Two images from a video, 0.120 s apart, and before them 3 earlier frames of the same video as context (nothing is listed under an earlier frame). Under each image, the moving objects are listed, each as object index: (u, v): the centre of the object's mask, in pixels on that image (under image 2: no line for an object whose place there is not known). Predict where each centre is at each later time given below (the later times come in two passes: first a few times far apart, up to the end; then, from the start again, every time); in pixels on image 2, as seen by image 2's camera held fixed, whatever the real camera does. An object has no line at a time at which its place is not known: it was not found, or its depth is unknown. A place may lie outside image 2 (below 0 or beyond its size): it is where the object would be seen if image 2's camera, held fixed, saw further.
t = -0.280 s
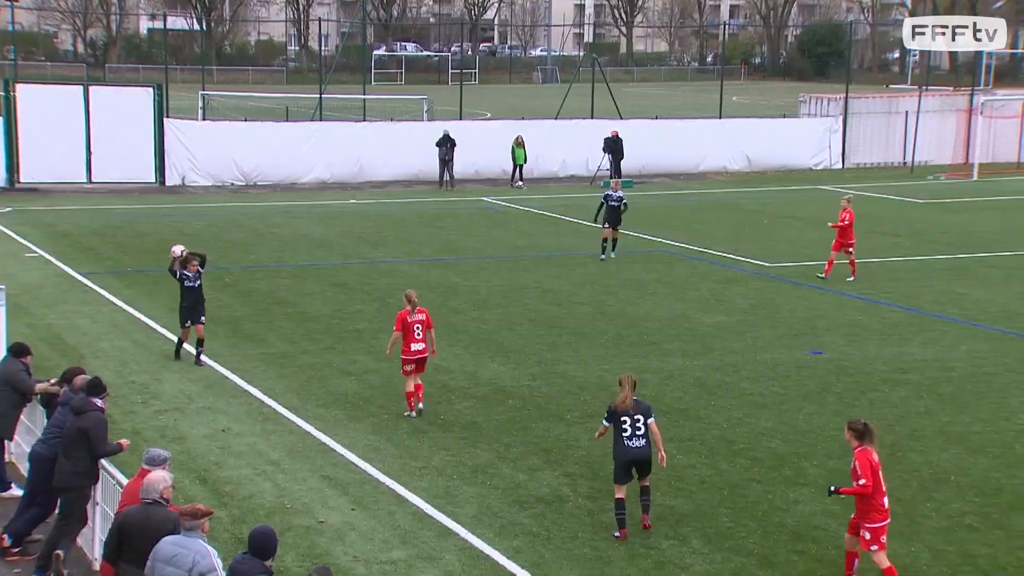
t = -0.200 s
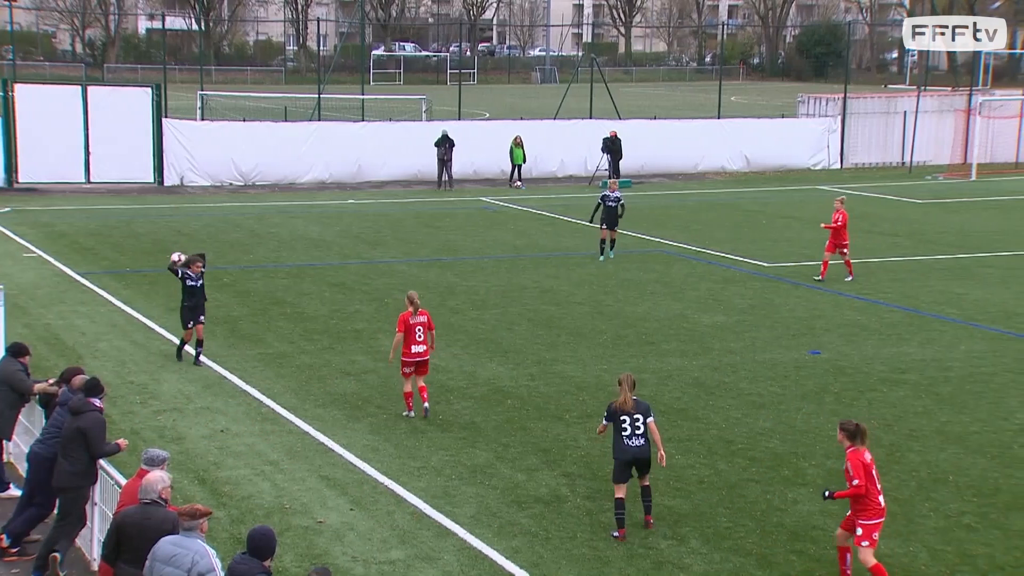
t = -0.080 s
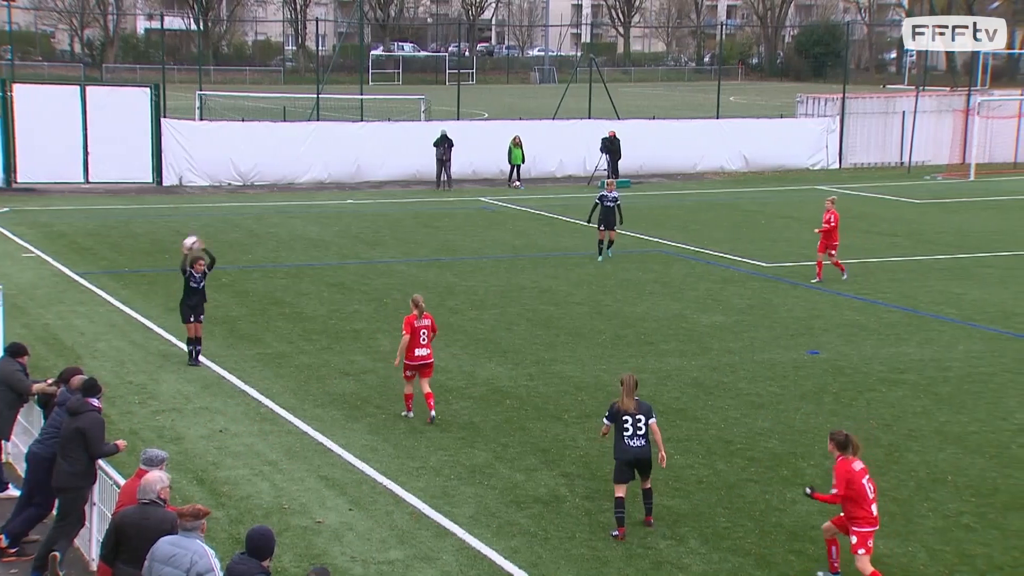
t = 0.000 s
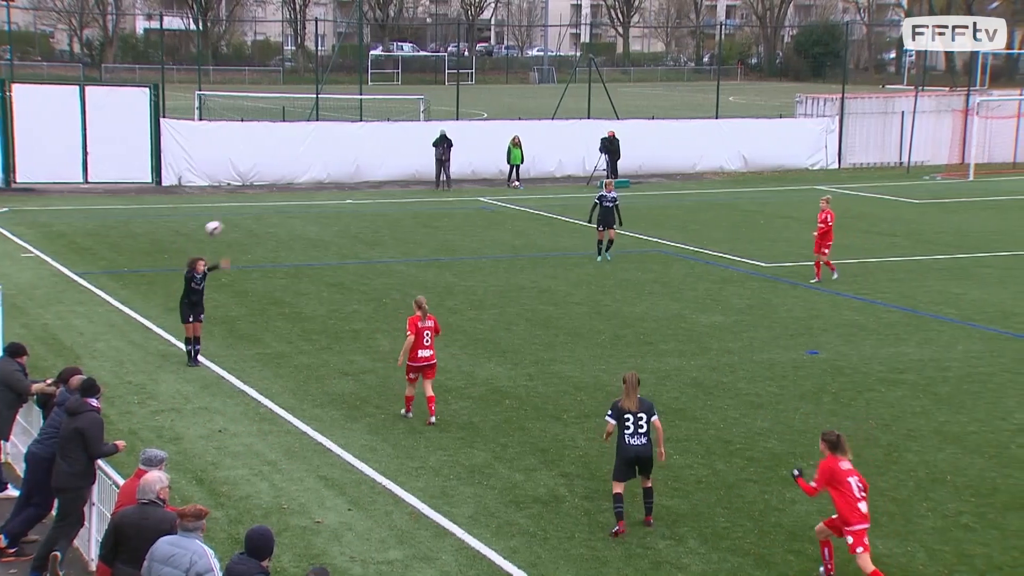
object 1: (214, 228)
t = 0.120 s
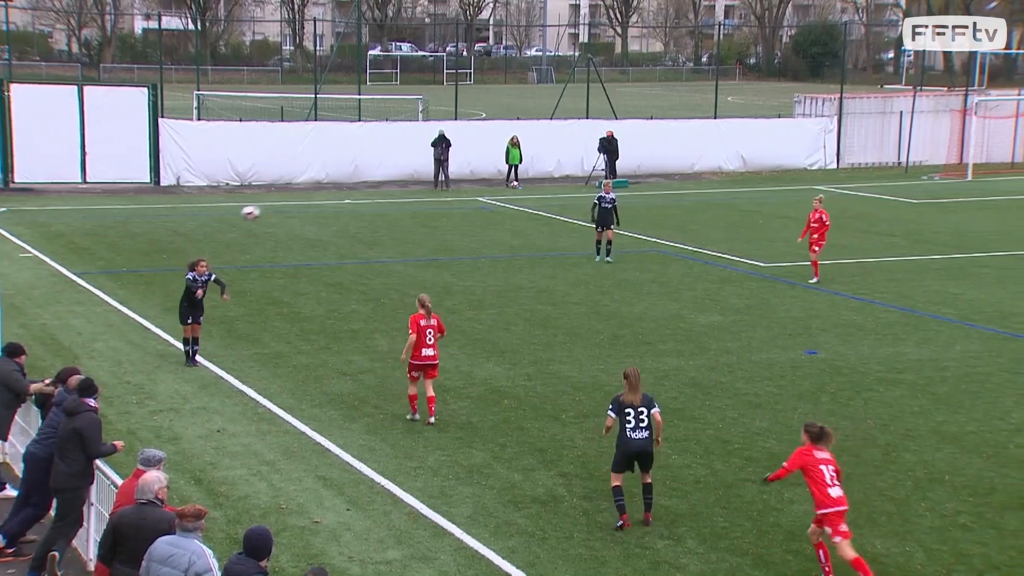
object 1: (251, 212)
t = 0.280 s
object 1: (305, 208)
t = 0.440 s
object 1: (361, 224)
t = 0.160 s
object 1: (264, 209)
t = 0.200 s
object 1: (278, 208)
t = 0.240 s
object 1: (292, 207)
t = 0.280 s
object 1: (305, 208)
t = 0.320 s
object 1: (319, 210)
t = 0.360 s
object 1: (333, 213)
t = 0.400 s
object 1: (347, 218)
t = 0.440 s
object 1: (361, 224)
